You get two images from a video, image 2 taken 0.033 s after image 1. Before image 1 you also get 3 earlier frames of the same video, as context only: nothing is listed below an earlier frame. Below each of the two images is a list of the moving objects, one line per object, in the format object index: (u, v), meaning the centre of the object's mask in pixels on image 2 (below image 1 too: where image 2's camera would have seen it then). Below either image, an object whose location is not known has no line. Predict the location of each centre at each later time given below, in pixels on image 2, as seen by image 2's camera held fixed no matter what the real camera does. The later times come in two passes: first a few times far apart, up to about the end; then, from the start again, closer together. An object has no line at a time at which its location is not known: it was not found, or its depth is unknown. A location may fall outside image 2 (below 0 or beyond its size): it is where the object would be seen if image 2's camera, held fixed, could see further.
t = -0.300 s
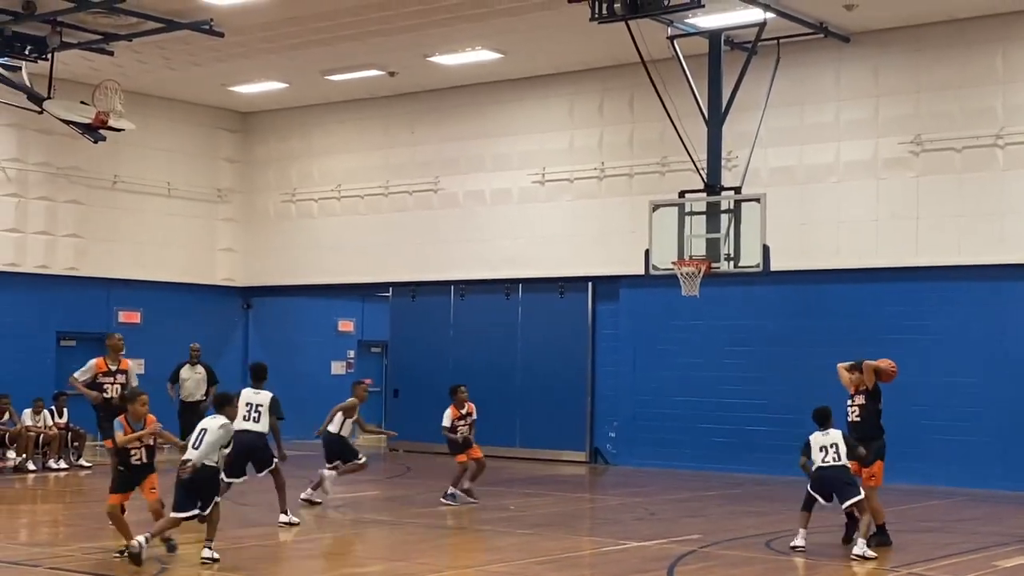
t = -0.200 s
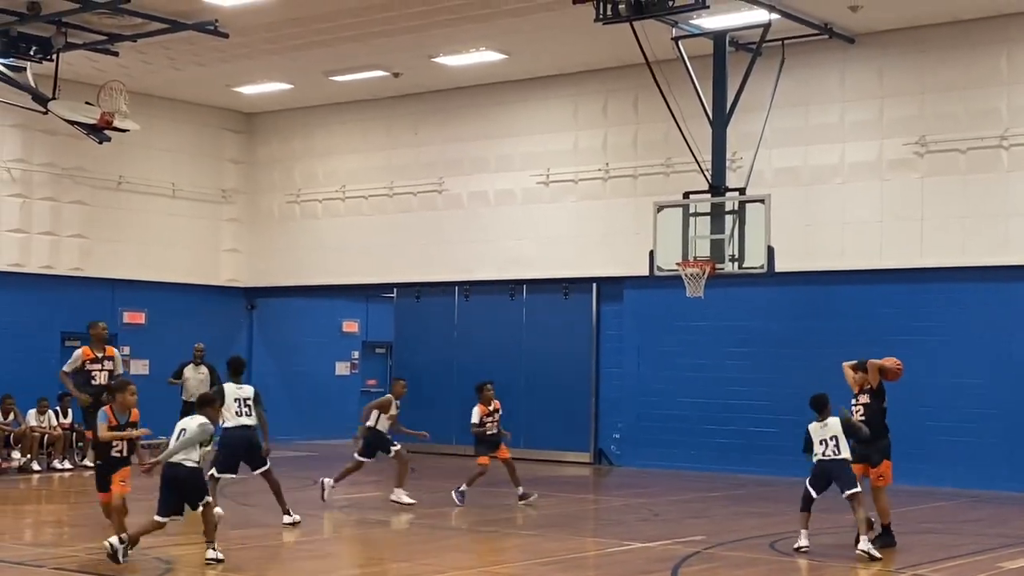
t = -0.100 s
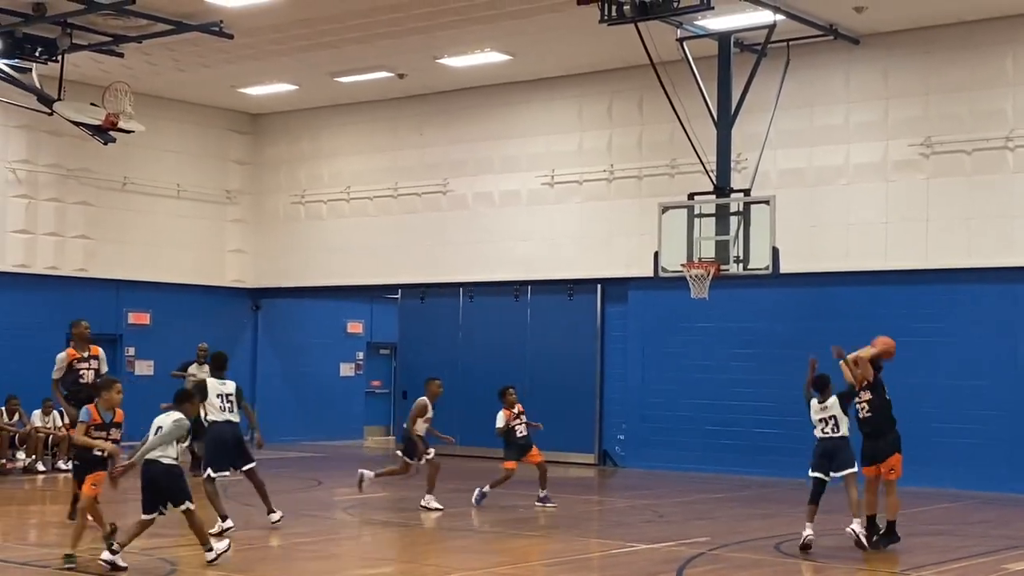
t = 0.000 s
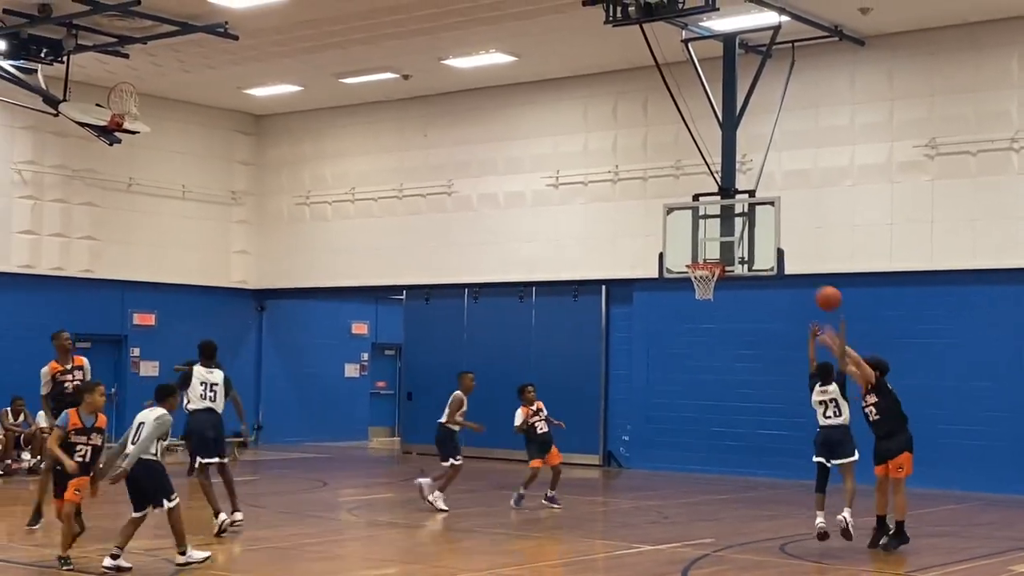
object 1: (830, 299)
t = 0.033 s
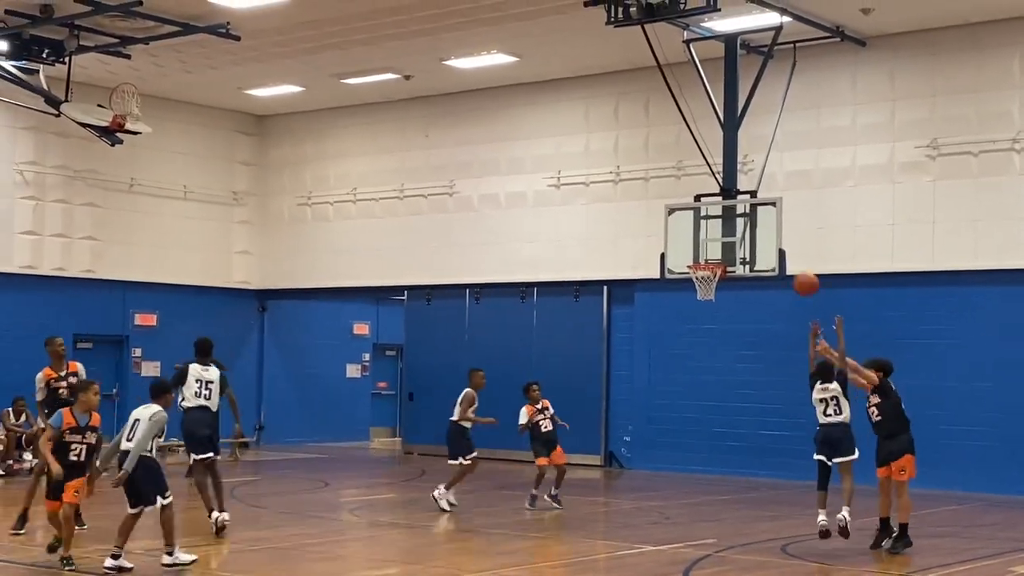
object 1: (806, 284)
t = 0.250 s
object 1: (652, 216)
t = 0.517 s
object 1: (465, 203)
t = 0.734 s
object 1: (314, 246)
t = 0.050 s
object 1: (793, 277)
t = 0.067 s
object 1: (782, 270)
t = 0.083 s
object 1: (770, 264)
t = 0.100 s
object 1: (758, 257)
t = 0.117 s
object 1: (746, 252)
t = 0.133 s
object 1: (733, 245)
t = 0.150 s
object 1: (723, 240)
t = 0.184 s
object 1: (698, 231)
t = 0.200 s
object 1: (686, 227)
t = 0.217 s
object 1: (675, 222)
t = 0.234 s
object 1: (664, 220)
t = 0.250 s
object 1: (652, 216)
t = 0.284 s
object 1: (629, 210)
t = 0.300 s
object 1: (617, 208)
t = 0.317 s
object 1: (605, 206)
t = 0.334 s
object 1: (594, 204)
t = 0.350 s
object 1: (582, 202)
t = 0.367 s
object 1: (571, 201)
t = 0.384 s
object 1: (559, 200)
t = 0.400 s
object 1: (547, 199)
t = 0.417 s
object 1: (535, 199)
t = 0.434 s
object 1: (524, 199)
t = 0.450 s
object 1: (512, 199)
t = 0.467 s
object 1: (501, 199)
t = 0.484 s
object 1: (489, 200)
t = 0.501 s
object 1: (477, 201)
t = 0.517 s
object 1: (465, 203)
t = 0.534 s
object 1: (453, 204)
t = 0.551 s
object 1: (442, 206)
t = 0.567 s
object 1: (430, 208)
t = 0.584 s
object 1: (418, 210)
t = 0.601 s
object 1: (406, 213)
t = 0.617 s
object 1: (394, 216)
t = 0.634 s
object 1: (383, 220)
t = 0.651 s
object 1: (372, 223)
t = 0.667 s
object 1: (360, 227)
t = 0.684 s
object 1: (348, 231)
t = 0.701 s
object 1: (336, 236)
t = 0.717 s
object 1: (325, 241)
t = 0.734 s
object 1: (314, 246)
